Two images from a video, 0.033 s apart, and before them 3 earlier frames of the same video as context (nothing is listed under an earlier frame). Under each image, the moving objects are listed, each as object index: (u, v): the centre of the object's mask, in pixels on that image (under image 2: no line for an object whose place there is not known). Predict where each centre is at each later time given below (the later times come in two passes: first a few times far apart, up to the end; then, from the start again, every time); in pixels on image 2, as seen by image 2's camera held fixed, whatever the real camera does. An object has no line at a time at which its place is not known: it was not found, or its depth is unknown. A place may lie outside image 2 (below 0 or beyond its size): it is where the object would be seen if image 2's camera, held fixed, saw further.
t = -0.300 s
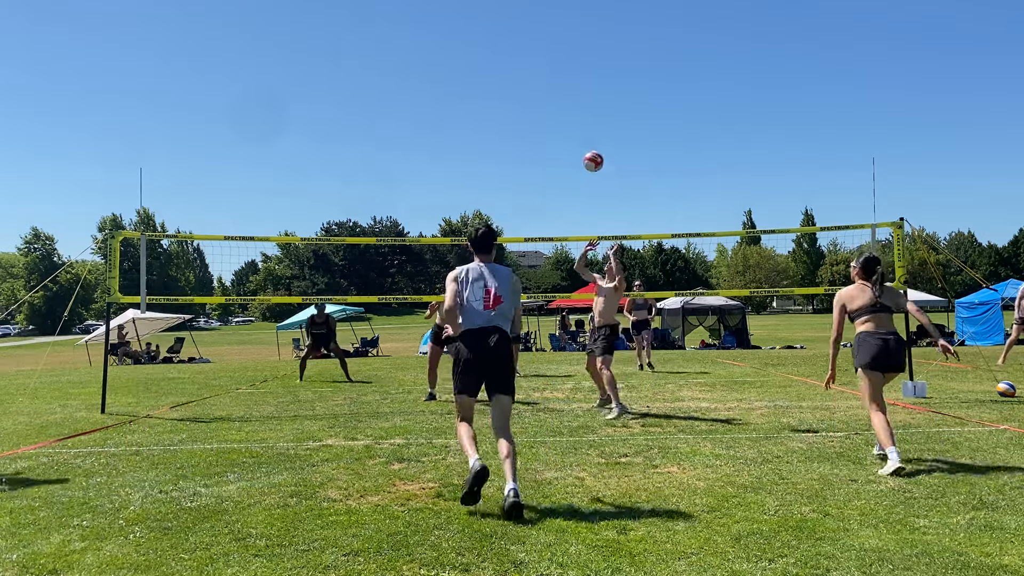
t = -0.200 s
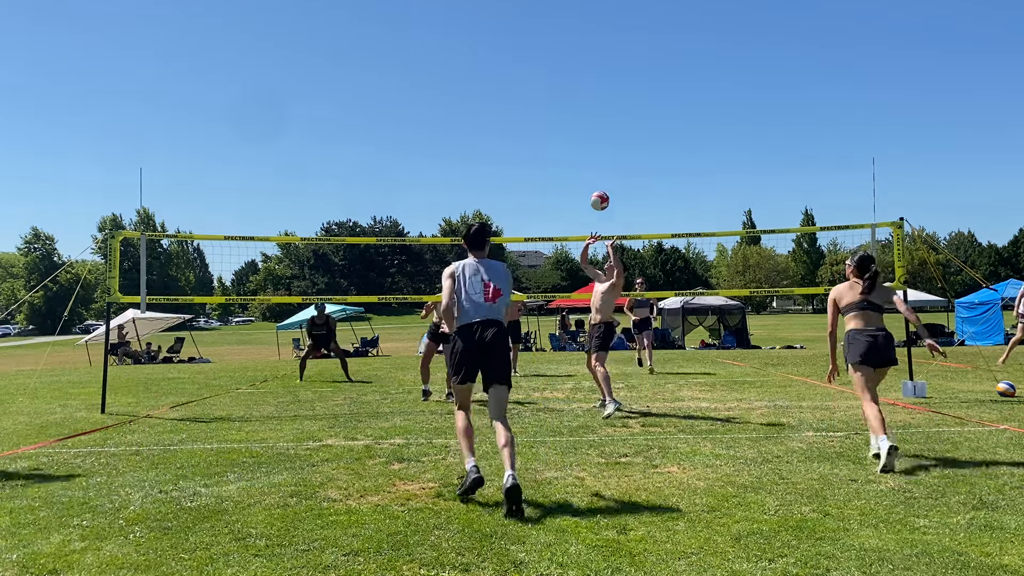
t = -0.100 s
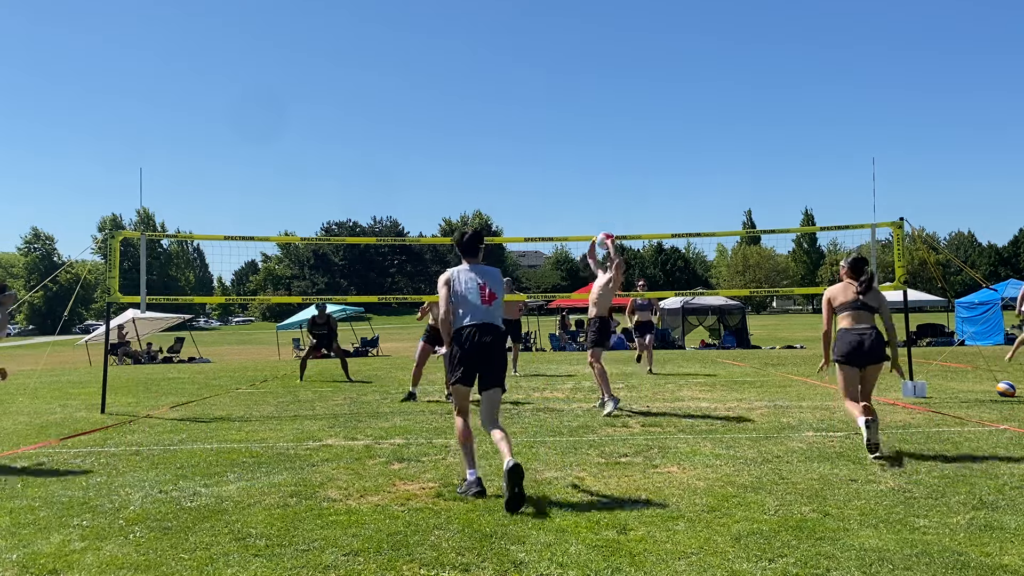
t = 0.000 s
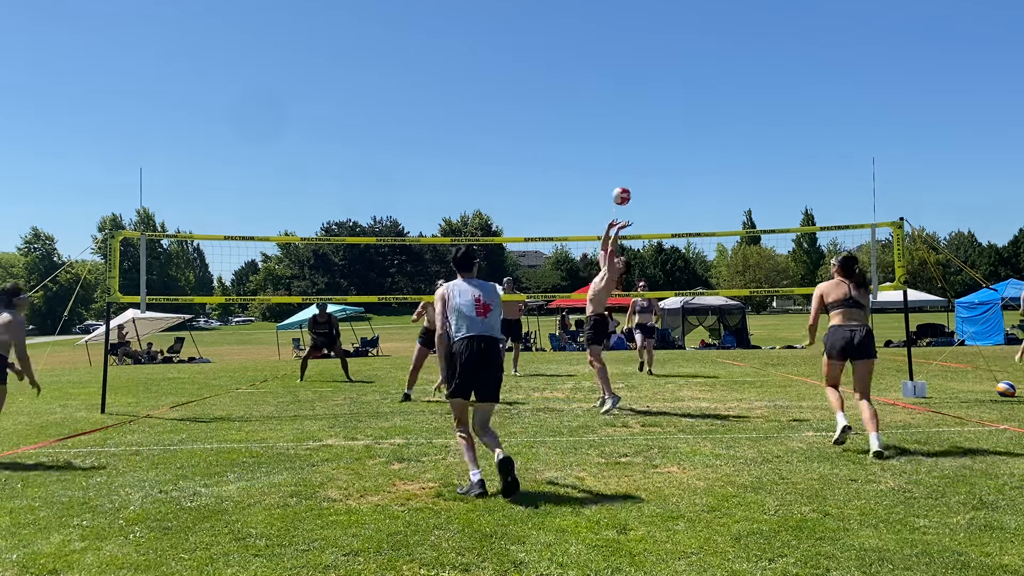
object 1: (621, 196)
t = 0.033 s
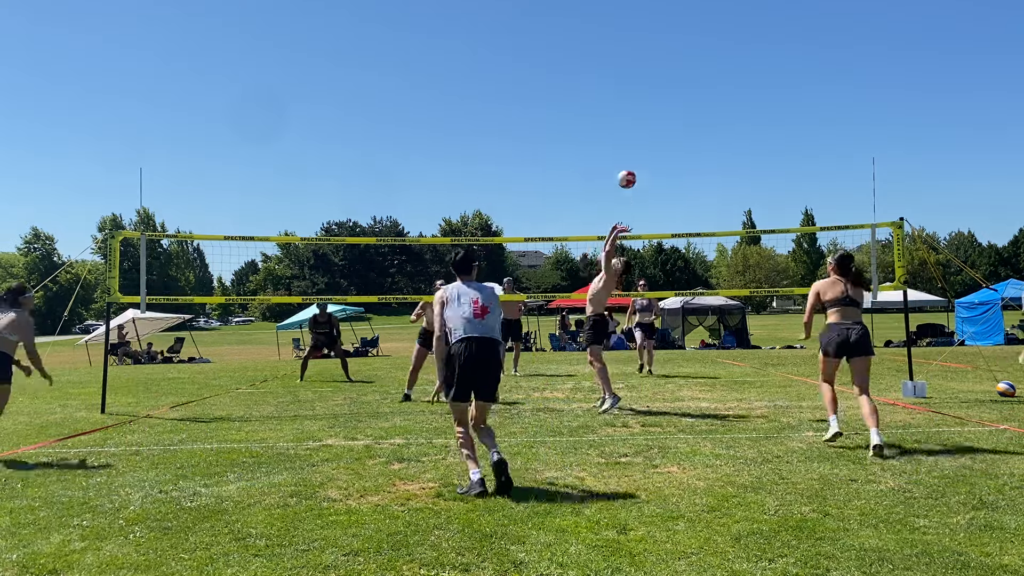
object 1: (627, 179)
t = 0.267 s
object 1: (664, 91)
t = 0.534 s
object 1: (707, 53)
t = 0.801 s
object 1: (748, 76)
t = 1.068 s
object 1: (787, 155)
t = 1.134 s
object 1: (797, 183)
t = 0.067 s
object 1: (632, 163)
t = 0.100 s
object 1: (637, 148)
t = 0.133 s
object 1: (642, 135)
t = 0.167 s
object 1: (648, 122)
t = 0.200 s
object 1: (653, 111)
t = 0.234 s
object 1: (659, 101)
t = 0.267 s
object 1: (664, 91)
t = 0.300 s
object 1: (669, 83)
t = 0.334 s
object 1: (675, 76)
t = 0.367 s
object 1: (680, 69)
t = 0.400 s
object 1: (686, 64)
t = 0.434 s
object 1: (691, 60)
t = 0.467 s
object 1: (697, 56)
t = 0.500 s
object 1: (702, 54)
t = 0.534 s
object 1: (707, 53)
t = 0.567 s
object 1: (713, 52)
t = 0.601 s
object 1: (718, 53)
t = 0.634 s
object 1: (723, 55)
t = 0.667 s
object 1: (728, 58)
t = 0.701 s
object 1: (733, 61)
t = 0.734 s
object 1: (738, 65)
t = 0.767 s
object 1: (743, 70)
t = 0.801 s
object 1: (748, 76)
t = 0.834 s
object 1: (753, 83)
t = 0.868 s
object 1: (758, 90)
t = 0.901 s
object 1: (763, 99)
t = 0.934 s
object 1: (768, 109)
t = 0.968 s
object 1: (773, 119)
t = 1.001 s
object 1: (778, 130)
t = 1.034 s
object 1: (783, 142)
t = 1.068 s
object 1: (787, 155)
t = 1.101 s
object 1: (792, 169)
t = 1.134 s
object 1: (797, 183)
